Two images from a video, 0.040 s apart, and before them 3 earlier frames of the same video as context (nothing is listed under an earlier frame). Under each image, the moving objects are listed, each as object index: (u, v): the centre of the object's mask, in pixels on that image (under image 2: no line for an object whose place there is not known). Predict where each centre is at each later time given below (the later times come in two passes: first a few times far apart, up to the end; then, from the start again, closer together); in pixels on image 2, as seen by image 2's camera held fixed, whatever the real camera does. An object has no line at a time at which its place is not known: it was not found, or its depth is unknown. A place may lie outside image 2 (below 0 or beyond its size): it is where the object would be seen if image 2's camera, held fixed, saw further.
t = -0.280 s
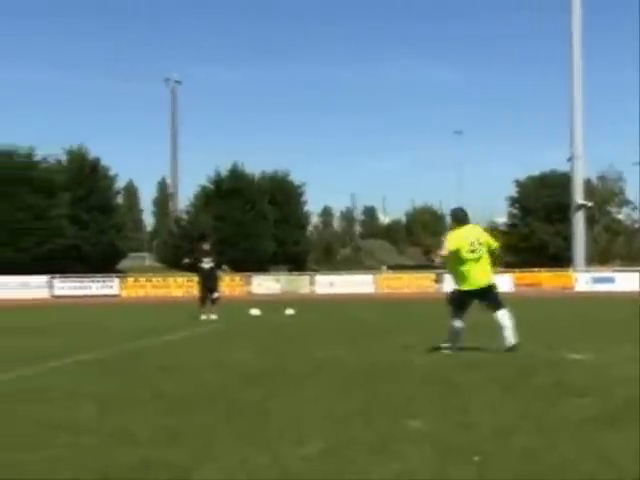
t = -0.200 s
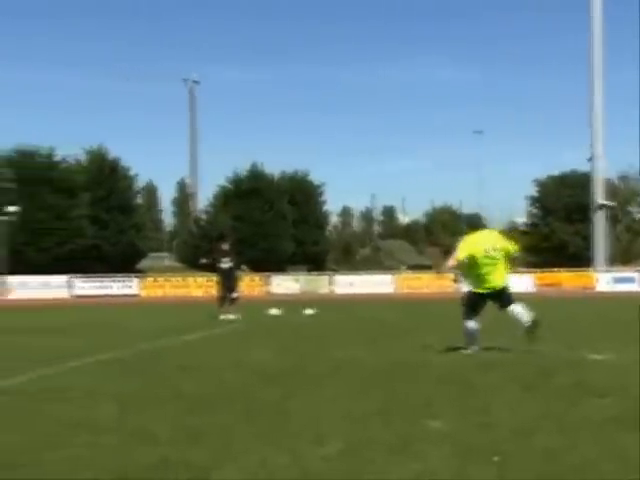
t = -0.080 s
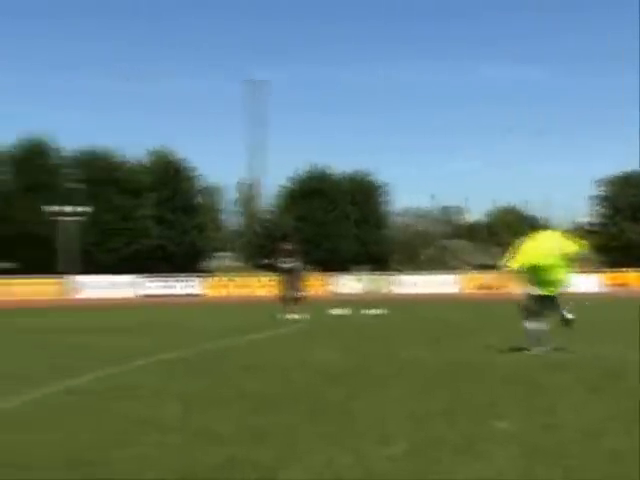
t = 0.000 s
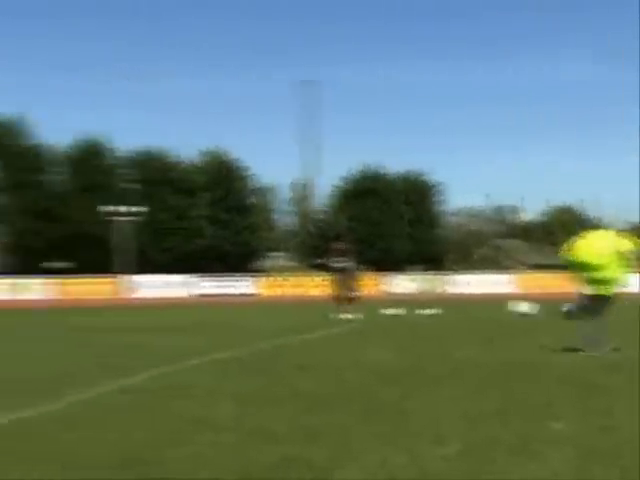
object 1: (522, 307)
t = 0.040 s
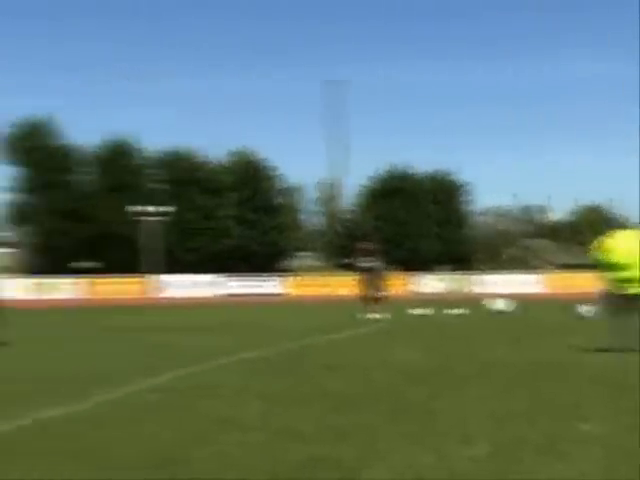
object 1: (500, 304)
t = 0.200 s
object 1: (283, 311)
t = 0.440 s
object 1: (-28, 338)
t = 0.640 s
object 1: (-231, 324)
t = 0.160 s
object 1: (338, 306)
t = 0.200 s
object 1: (283, 311)
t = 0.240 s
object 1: (228, 316)
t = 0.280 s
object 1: (172, 324)
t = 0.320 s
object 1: (115, 334)
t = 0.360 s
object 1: (58, 346)
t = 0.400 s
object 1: (11, 346)
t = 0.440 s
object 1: (-28, 338)
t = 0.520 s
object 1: (-108, 327)
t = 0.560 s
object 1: (-149, 325)
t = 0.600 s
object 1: (-189, 323)
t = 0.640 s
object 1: (-231, 324)
